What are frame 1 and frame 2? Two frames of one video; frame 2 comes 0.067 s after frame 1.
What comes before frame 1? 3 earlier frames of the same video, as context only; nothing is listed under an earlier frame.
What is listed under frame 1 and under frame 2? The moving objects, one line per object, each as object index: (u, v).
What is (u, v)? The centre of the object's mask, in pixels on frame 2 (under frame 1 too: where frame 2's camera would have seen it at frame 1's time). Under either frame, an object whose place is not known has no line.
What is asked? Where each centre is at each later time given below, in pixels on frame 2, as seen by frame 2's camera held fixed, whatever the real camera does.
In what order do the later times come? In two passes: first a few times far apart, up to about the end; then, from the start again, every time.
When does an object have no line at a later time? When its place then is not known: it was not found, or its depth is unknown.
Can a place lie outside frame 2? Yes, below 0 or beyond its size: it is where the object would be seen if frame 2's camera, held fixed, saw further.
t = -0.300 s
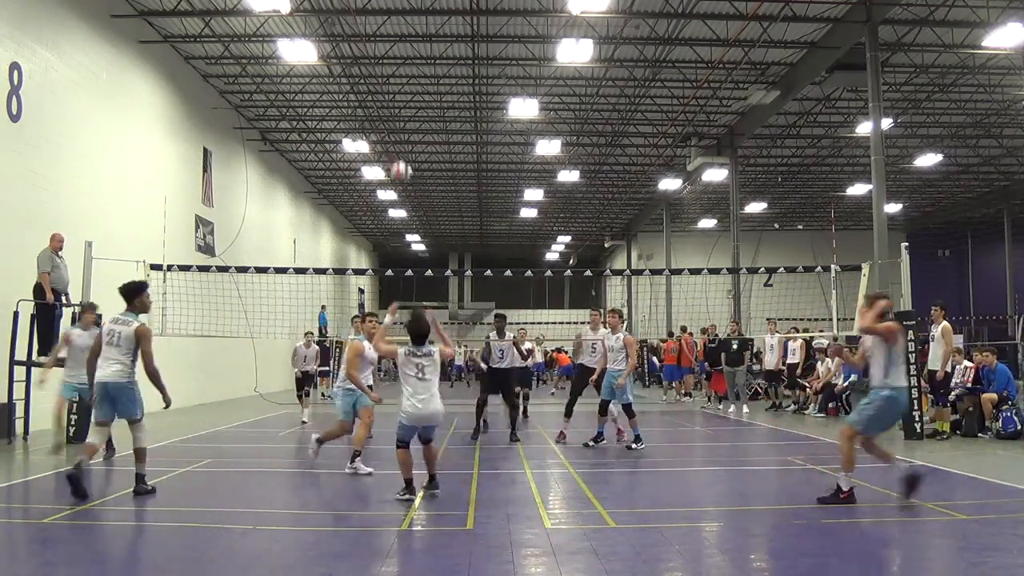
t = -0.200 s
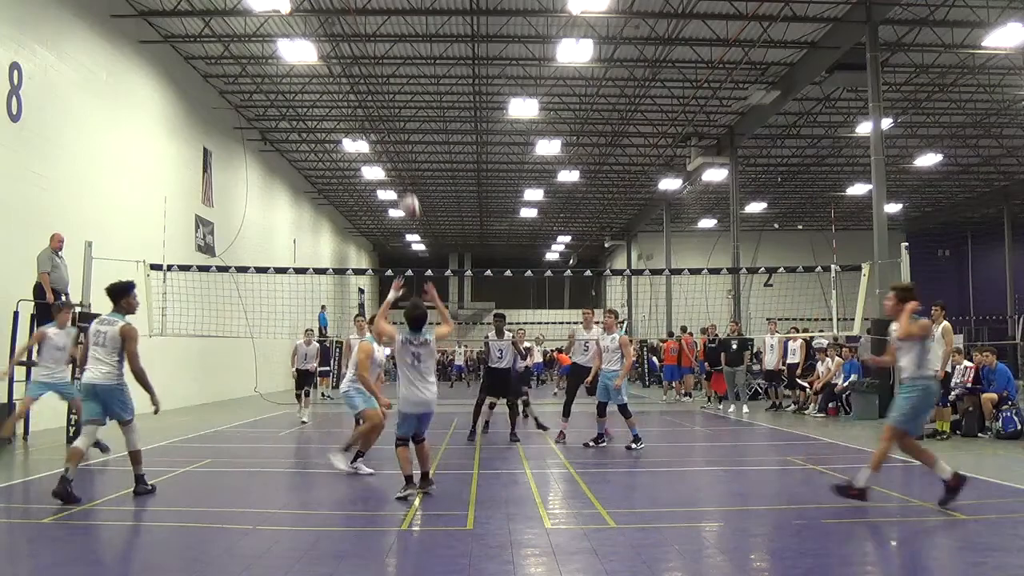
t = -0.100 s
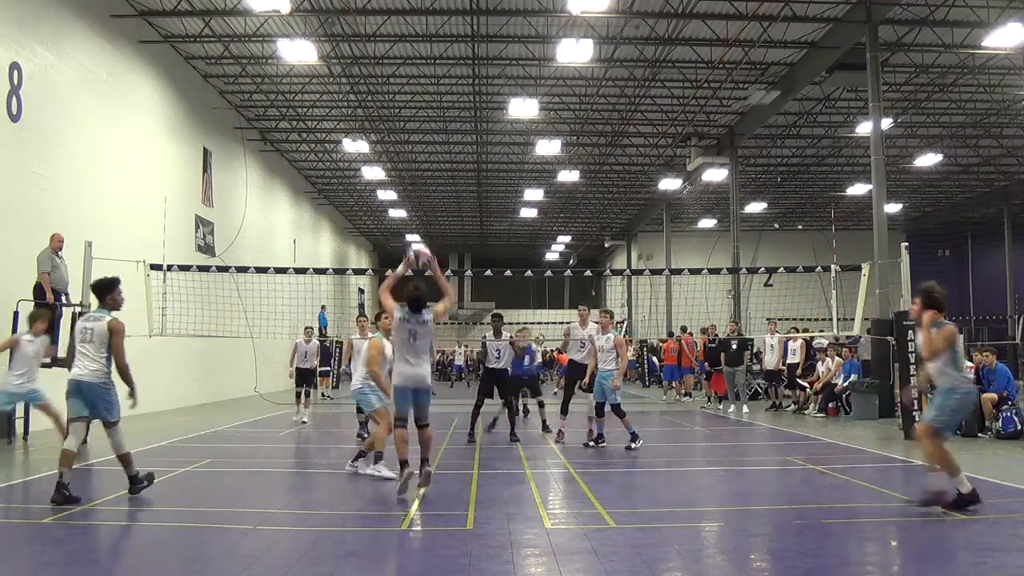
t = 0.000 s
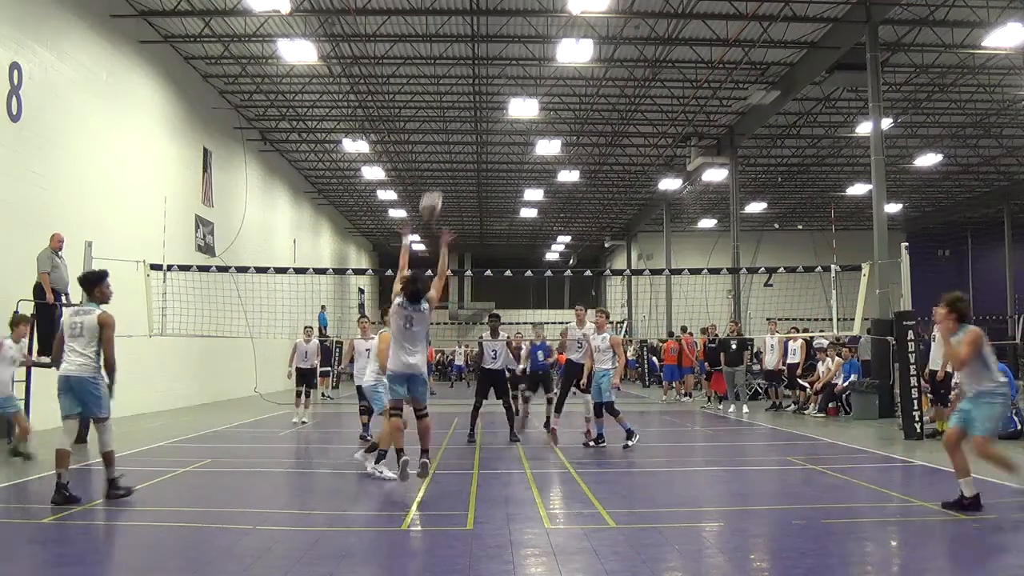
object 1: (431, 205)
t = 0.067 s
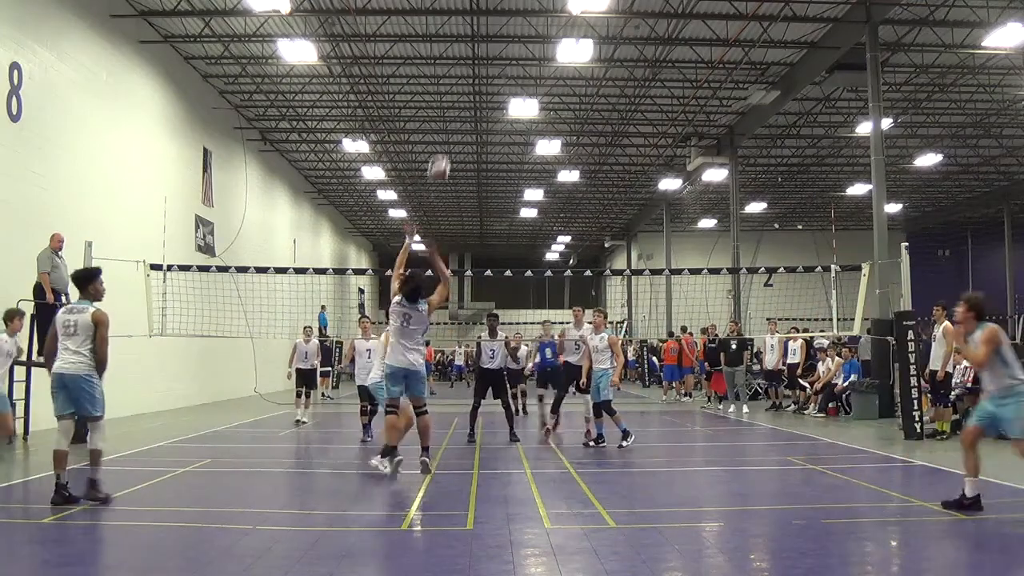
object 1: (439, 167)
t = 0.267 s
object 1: (458, 102)
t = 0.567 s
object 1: (481, 81)
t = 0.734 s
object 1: (493, 105)
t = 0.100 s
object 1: (443, 153)
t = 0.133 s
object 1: (446, 140)
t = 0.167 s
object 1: (450, 129)
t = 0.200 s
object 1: (452, 117)
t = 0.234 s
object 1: (456, 108)
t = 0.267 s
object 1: (458, 102)
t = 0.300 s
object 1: (462, 94)
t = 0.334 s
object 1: (465, 90)
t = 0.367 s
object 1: (467, 84)
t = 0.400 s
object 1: (470, 81)
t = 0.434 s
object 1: (472, 79)
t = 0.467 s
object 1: (475, 79)
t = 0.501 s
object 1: (477, 79)
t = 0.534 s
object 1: (479, 80)
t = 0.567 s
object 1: (481, 81)
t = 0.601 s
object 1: (484, 84)
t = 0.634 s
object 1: (486, 87)
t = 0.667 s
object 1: (488, 93)
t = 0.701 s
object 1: (490, 99)
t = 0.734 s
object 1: (493, 105)
